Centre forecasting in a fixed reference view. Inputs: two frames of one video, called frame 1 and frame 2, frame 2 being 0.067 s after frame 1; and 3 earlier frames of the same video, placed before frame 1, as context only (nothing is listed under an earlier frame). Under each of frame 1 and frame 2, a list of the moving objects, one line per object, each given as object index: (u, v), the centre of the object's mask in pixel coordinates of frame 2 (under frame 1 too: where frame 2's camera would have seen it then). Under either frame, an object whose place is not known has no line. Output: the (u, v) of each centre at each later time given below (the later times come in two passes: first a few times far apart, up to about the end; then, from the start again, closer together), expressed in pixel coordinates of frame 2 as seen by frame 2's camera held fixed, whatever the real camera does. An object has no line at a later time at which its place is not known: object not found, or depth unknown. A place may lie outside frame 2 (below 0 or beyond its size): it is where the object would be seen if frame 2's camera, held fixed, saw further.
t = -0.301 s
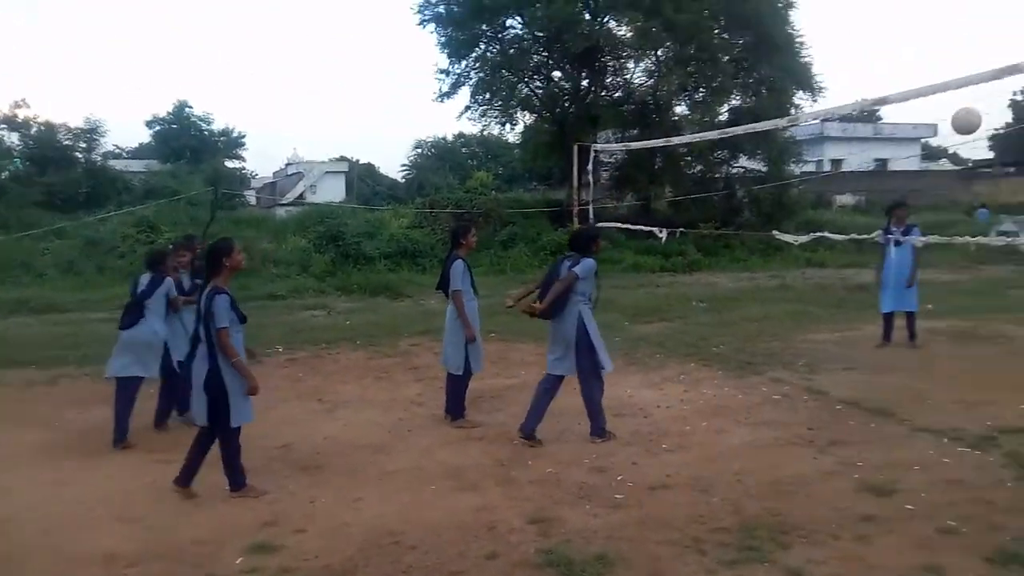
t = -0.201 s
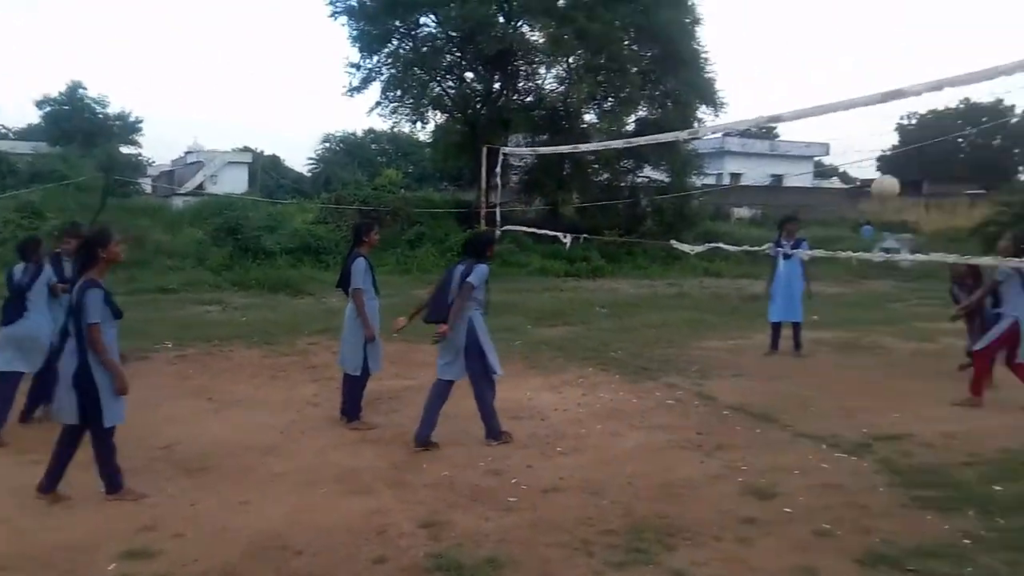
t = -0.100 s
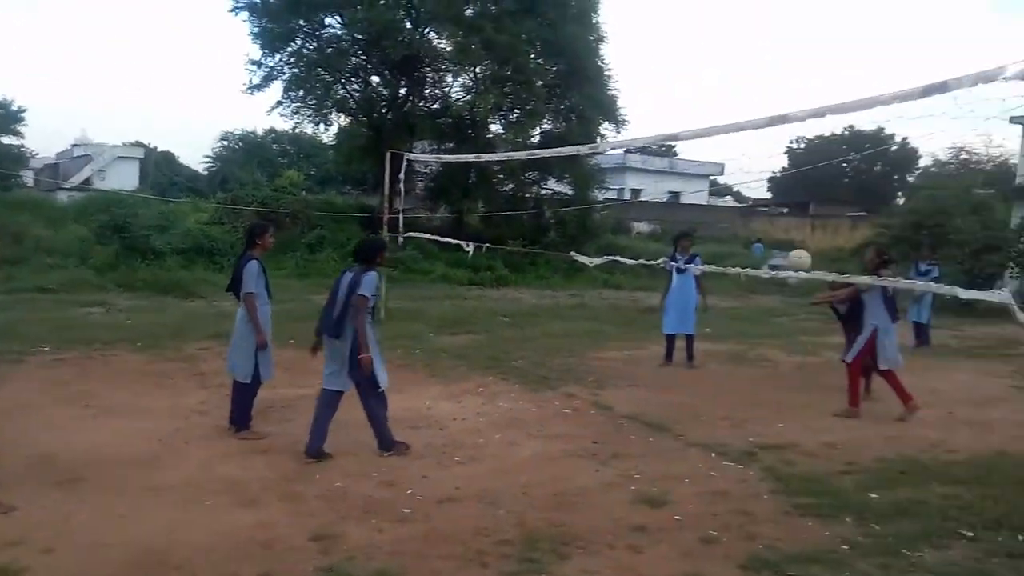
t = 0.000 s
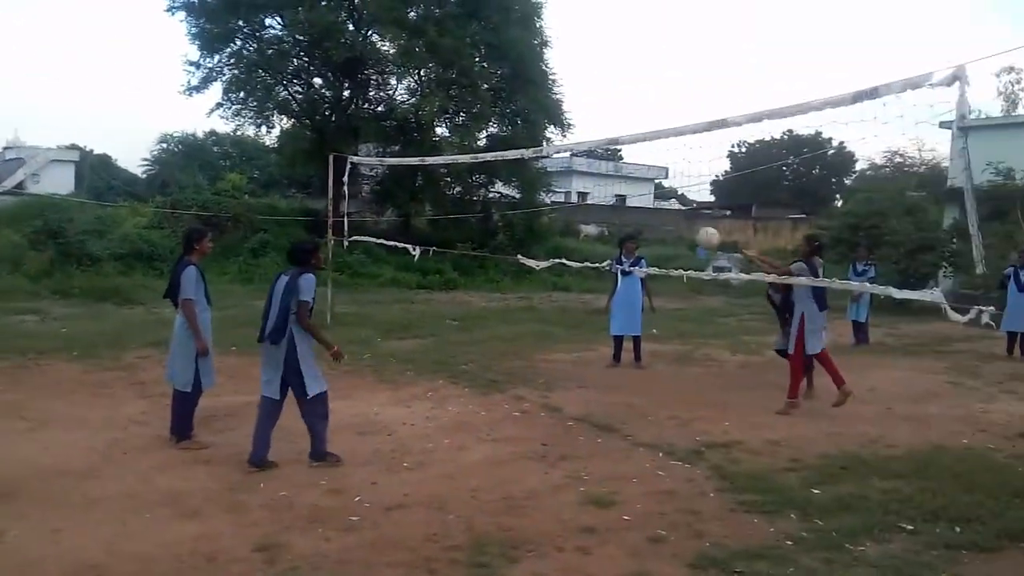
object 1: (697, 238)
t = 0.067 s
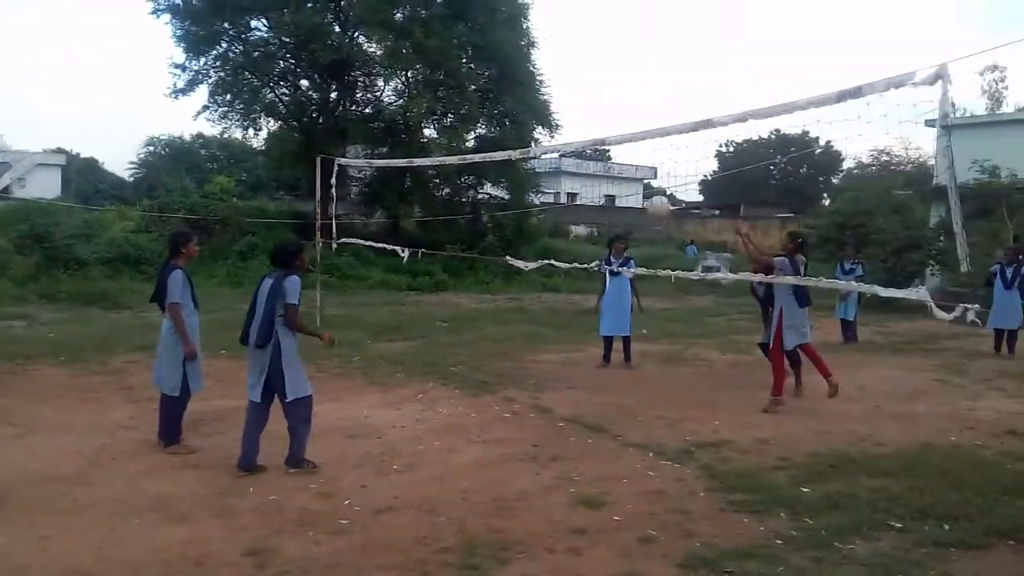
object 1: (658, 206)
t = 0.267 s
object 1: (545, 138)
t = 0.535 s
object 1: (392, 121)
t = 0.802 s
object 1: (244, 180)
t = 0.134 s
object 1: (620, 183)
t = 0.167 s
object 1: (602, 170)
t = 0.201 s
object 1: (583, 159)
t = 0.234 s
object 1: (564, 150)
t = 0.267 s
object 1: (545, 138)
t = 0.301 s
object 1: (526, 135)
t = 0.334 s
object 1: (507, 129)
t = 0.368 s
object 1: (488, 125)
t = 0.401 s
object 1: (469, 121)
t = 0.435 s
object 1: (450, 119)
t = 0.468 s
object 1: (431, 118)
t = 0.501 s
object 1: (411, 120)
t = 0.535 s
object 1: (392, 121)
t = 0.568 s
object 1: (373, 124)
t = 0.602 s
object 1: (354, 128)
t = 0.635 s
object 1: (335, 134)
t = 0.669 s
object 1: (317, 141)
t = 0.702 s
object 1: (299, 149)
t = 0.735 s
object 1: (281, 158)
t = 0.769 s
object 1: (263, 168)
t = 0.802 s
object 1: (244, 180)
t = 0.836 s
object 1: (226, 192)
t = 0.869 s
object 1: (209, 206)
